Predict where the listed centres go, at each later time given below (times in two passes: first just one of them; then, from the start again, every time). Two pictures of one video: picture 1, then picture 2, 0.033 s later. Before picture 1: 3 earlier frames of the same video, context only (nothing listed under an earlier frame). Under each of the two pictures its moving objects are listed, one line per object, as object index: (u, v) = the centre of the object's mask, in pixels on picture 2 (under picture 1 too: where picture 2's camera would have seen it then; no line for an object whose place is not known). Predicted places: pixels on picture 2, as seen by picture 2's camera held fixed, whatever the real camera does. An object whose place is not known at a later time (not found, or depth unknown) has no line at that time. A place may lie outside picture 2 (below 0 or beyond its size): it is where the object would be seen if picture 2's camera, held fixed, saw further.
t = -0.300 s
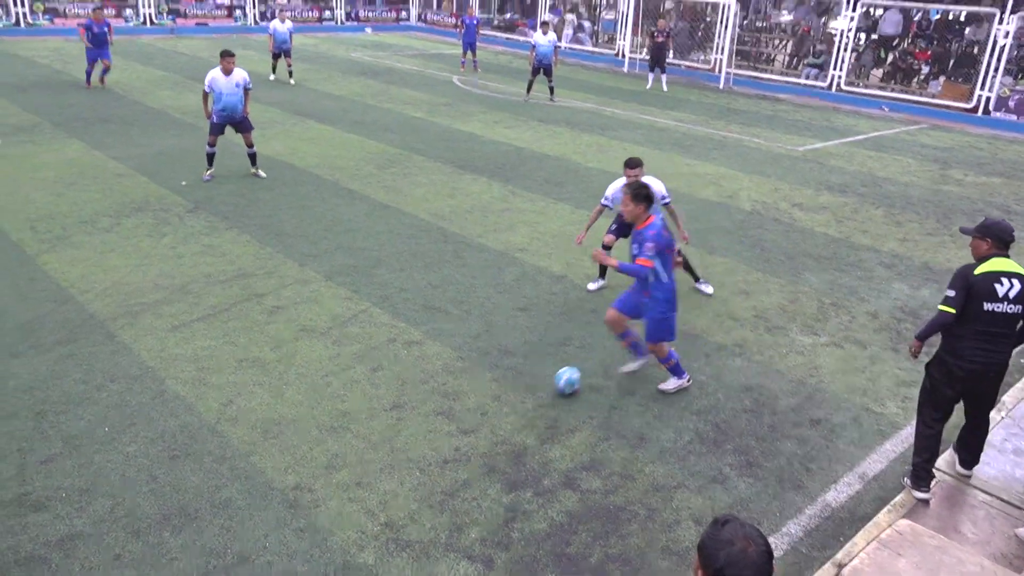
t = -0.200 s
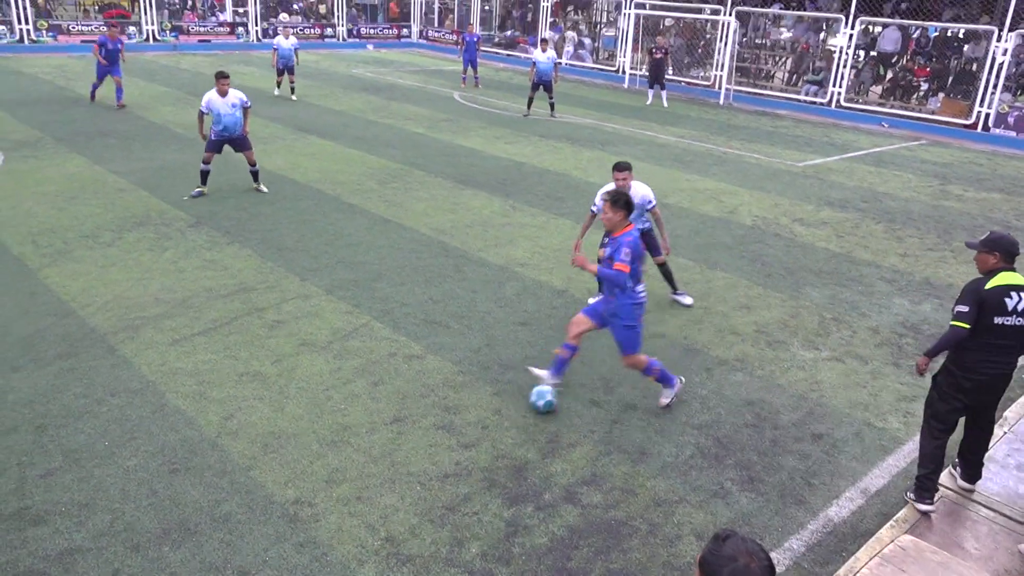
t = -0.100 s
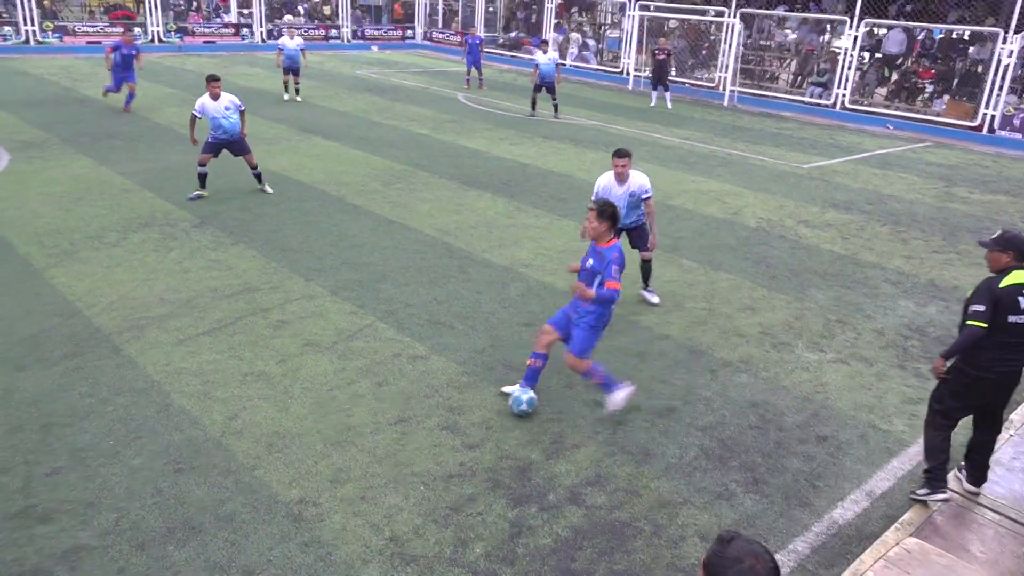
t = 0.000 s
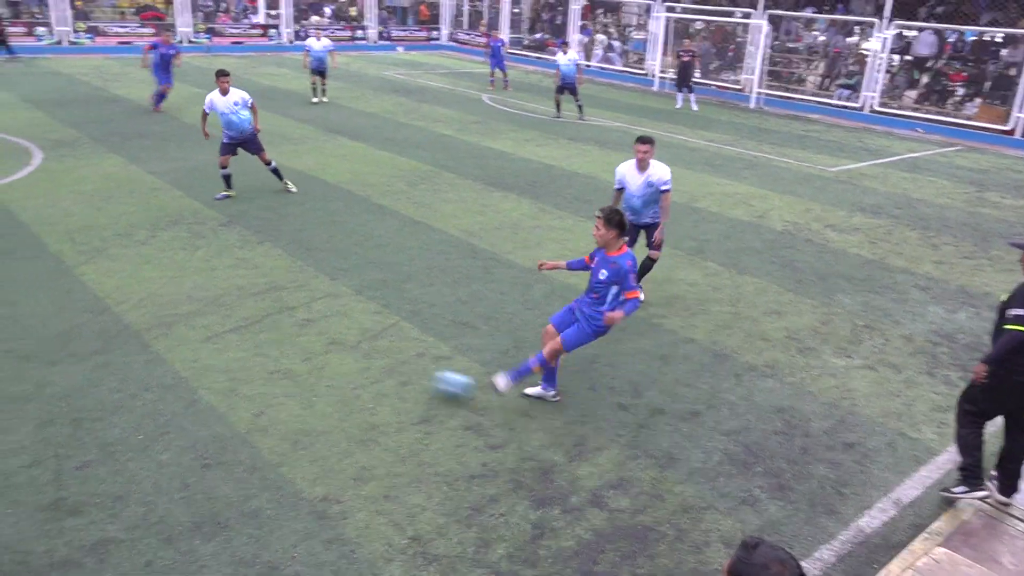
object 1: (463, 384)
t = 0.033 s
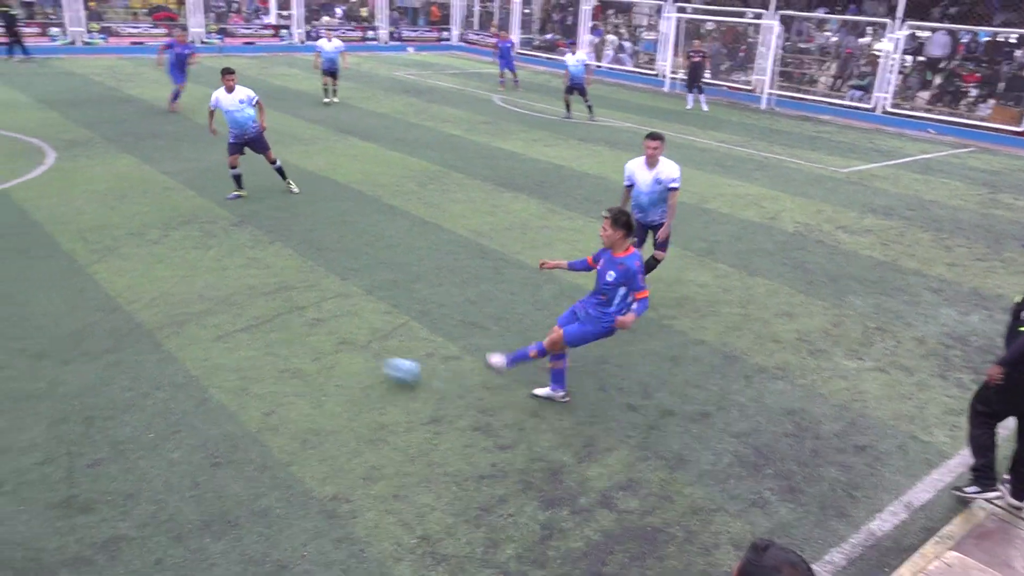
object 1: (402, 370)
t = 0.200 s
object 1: (147, 317)
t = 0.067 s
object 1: (346, 358)
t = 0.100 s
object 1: (292, 348)
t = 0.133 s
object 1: (241, 338)
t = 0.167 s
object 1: (194, 328)
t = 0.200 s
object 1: (147, 317)
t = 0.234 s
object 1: (105, 308)
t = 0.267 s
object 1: (64, 300)
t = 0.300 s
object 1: (24, 292)
